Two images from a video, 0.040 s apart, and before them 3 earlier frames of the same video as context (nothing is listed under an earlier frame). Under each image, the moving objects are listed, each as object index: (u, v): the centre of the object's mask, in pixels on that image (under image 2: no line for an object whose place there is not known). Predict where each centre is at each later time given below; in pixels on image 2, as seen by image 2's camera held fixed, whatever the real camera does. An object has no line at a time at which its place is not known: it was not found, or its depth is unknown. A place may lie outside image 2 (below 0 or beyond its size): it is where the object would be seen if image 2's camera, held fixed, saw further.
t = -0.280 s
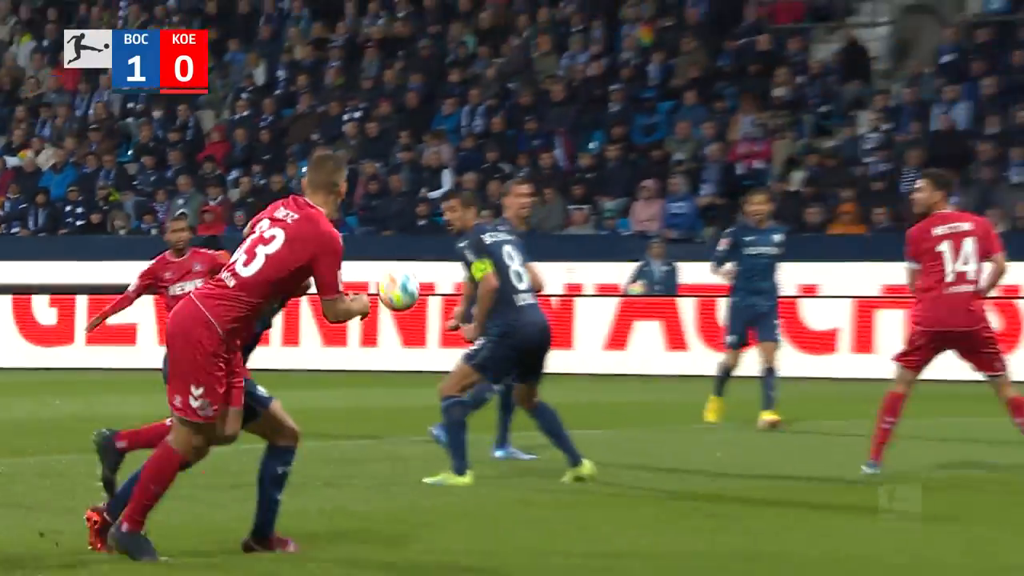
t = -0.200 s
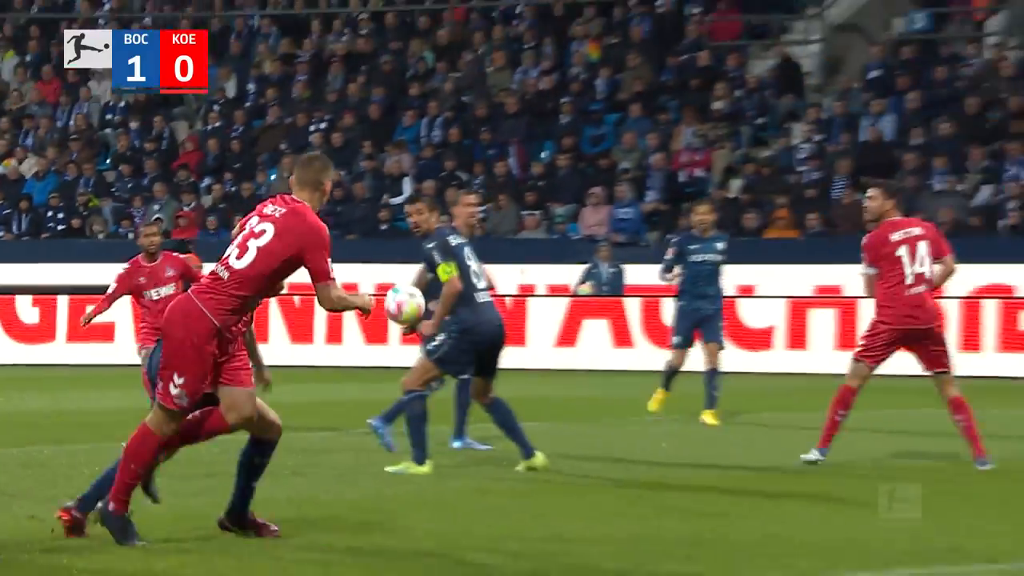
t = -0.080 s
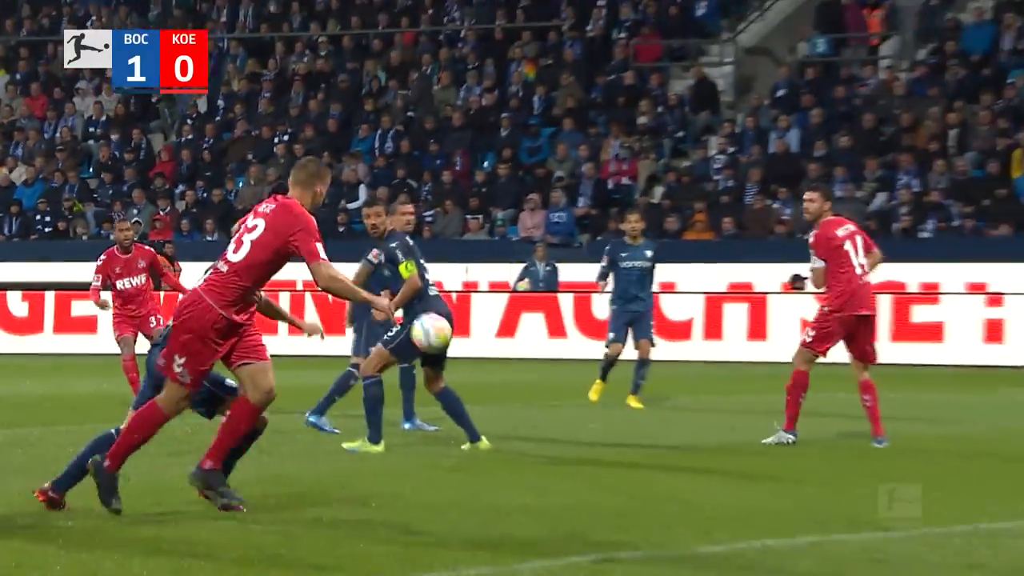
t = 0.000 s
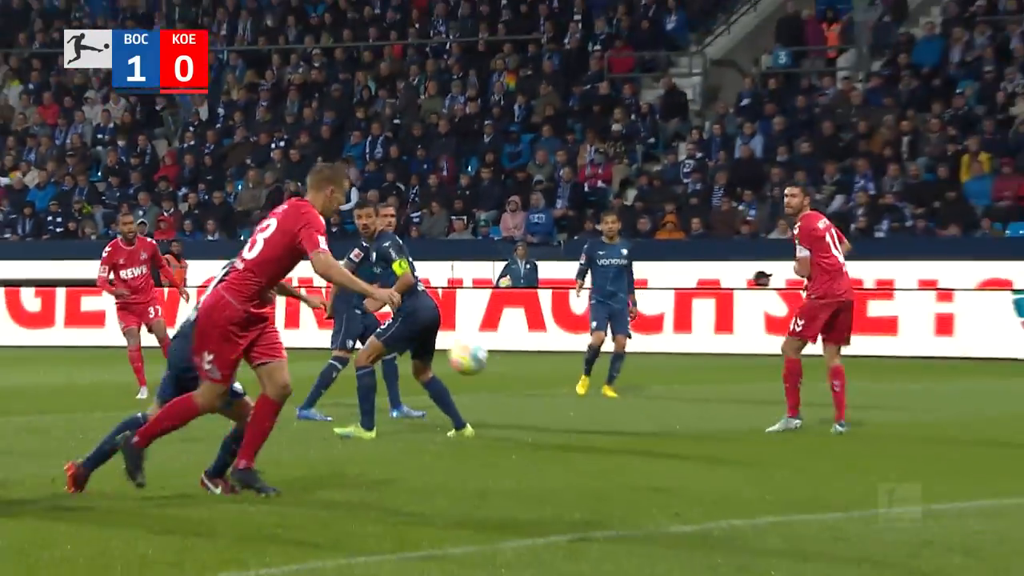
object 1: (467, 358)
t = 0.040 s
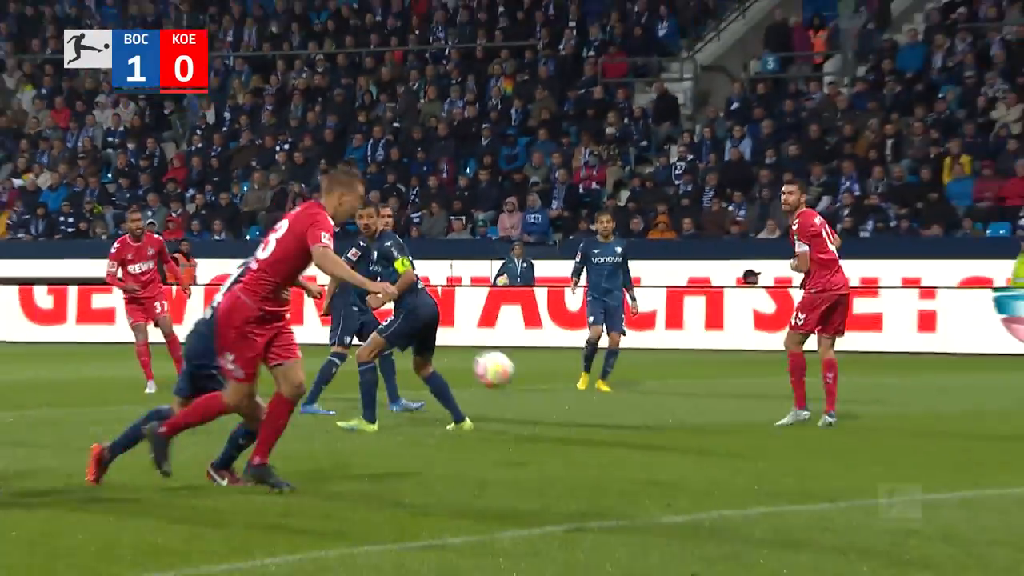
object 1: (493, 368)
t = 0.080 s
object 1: (523, 388)
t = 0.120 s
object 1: (548, 406)
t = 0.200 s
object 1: (611, 458)
